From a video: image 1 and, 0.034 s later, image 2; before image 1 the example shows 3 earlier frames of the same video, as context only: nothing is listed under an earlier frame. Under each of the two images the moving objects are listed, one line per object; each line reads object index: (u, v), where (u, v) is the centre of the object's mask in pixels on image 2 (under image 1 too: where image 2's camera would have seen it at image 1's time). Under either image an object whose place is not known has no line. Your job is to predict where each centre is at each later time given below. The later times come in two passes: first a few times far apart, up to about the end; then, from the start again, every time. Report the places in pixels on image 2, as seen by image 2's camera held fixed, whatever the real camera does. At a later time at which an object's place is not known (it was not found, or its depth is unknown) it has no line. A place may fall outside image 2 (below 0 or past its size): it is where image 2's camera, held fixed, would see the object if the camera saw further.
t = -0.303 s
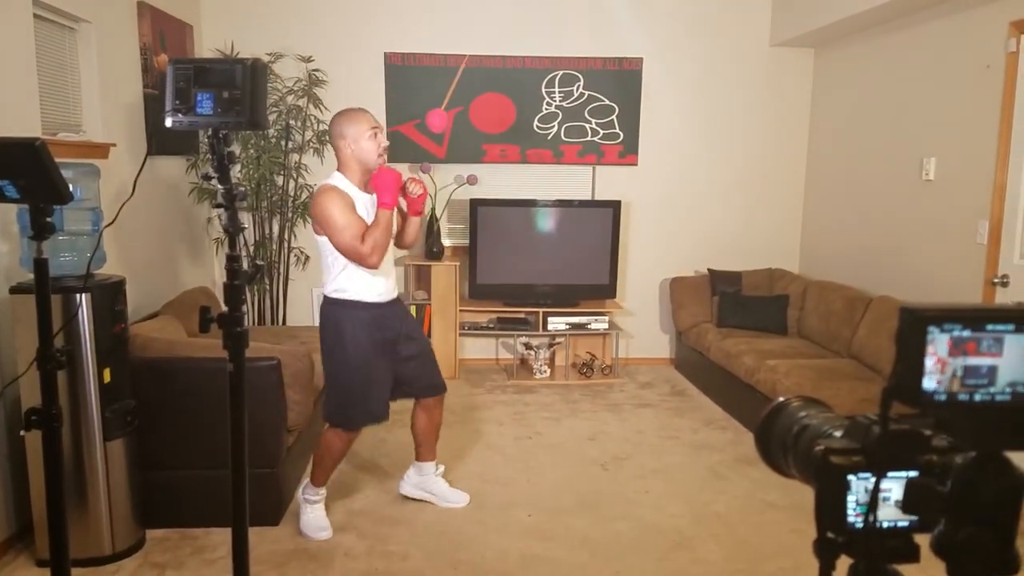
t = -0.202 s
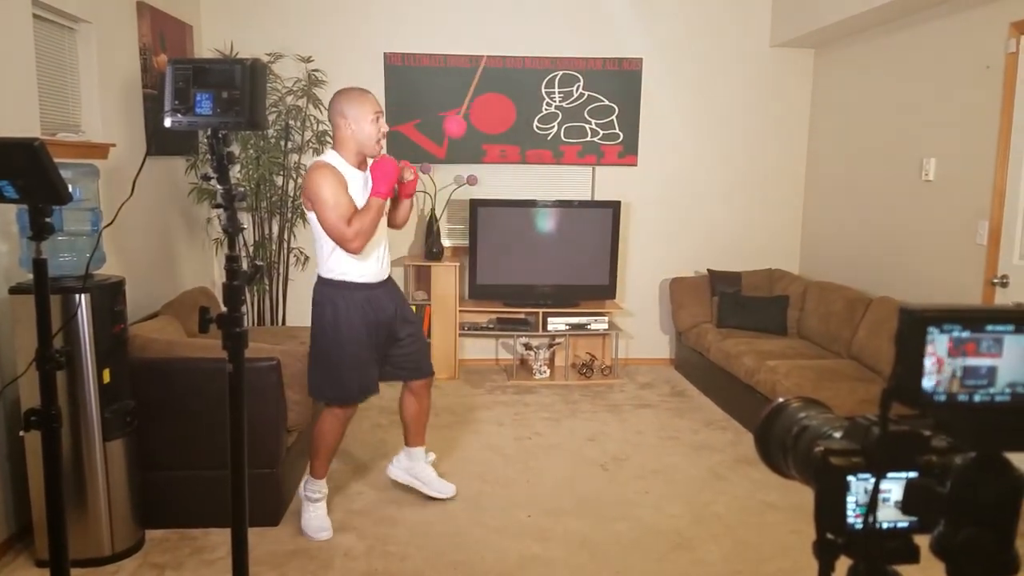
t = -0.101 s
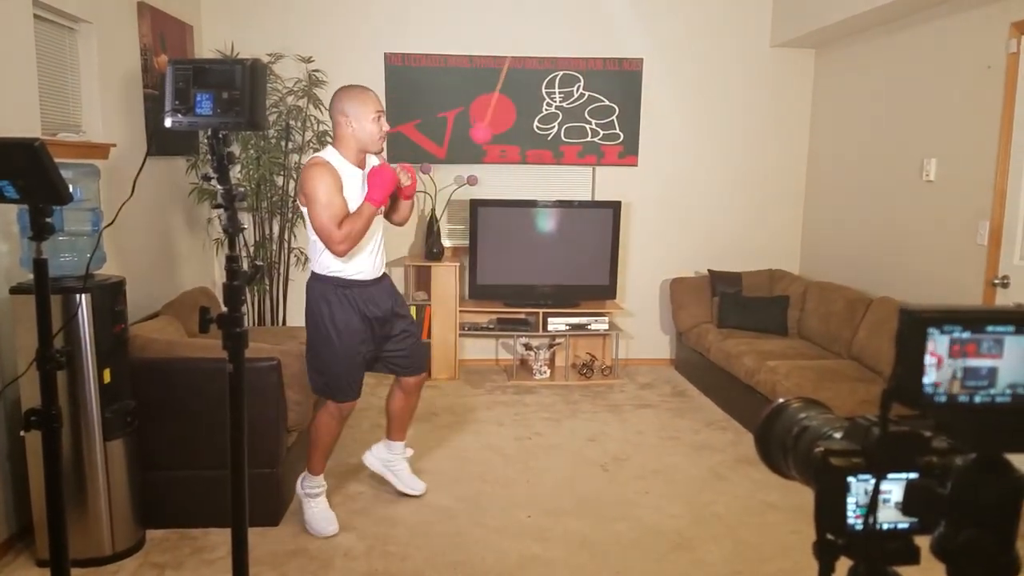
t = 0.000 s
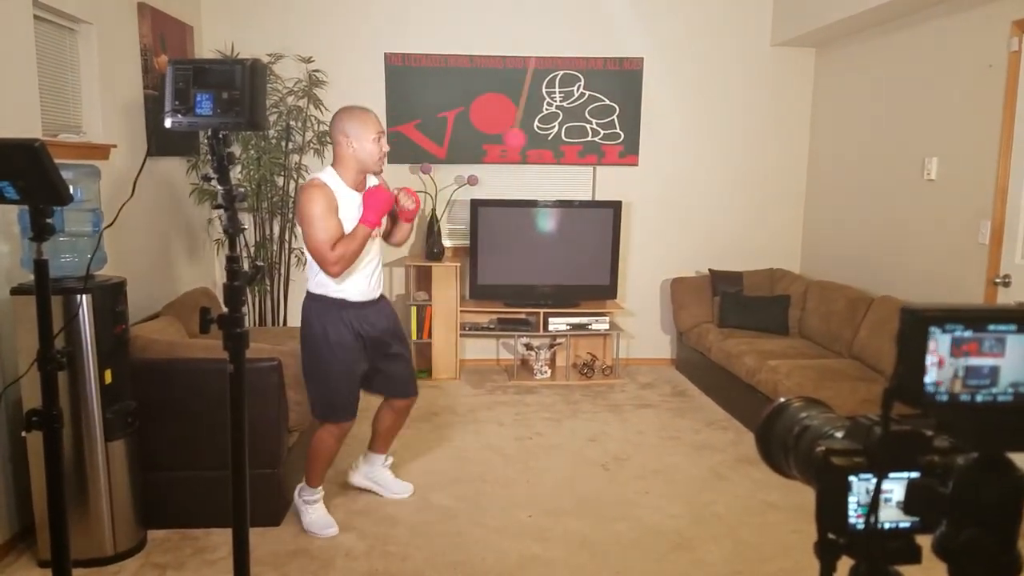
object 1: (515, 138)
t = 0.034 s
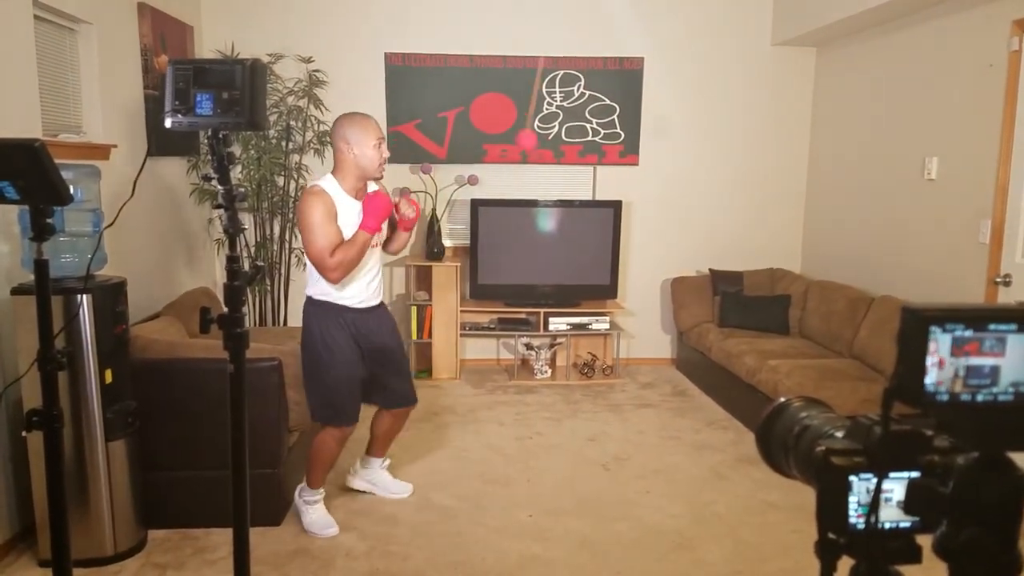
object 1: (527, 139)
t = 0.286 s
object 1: (627, 142)
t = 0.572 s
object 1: (723, 126)
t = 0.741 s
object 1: (749, 117)
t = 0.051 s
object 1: (533, 141)
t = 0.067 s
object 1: (539, 142)
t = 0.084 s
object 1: (546, 142)
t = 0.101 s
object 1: (552, 143)
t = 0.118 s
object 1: (559, 144)
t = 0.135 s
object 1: (564, 143)
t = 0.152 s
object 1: (572, 144)
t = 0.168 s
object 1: (581, 144)
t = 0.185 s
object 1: (586, 144)
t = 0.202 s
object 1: (592, 144)
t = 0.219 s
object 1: (599, 144)
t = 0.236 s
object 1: (605, 144)
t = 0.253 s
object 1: (613, 143)
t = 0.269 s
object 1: (621, 142)
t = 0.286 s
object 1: (627, 142)
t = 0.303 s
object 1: (633, 142)
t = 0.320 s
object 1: (638, 142)
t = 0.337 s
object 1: (645, 141)
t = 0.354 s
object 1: (652, 140)
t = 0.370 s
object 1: (658, 139)
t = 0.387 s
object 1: (664, 139)
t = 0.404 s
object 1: (670, 137)
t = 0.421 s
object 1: (677, 136)
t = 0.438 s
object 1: (683, 135)
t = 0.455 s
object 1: (688, 134)
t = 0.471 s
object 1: (694, 133)
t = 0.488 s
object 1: (699, 132)
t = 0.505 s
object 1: (704, 131)
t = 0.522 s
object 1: (709, 130)
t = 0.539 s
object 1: (714, 128)
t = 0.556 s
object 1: (719, 127)
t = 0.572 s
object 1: (723, 126)
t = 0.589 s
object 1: (727, 125)
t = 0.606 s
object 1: (730, 124)
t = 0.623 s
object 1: (734, 123)
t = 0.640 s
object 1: (737, 122)
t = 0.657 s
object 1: (740, 121)
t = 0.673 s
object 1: (742, 120)
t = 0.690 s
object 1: (744, 120)
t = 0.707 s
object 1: (746, 119)
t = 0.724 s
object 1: (748, 118)
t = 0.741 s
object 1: (749, 117)
